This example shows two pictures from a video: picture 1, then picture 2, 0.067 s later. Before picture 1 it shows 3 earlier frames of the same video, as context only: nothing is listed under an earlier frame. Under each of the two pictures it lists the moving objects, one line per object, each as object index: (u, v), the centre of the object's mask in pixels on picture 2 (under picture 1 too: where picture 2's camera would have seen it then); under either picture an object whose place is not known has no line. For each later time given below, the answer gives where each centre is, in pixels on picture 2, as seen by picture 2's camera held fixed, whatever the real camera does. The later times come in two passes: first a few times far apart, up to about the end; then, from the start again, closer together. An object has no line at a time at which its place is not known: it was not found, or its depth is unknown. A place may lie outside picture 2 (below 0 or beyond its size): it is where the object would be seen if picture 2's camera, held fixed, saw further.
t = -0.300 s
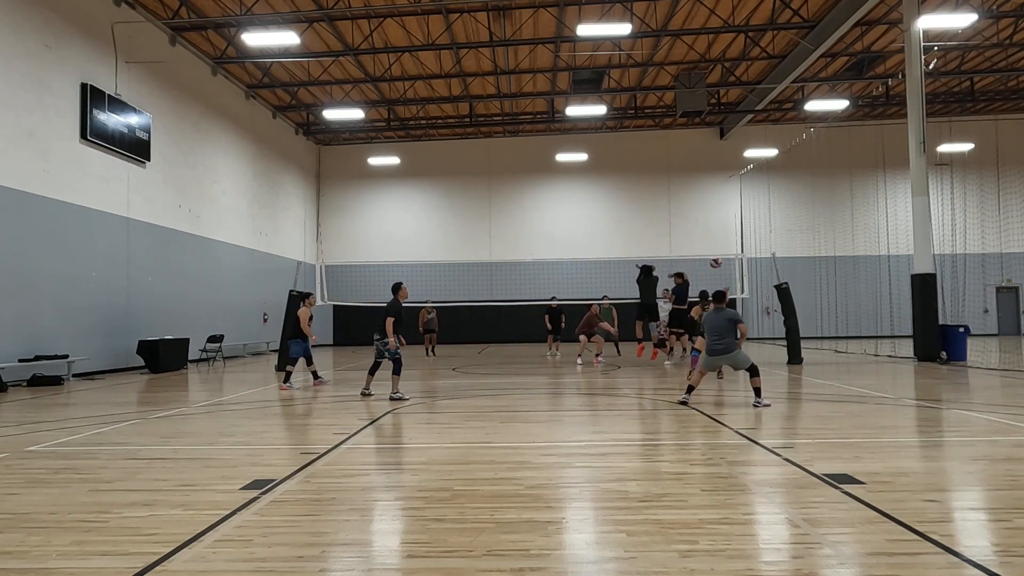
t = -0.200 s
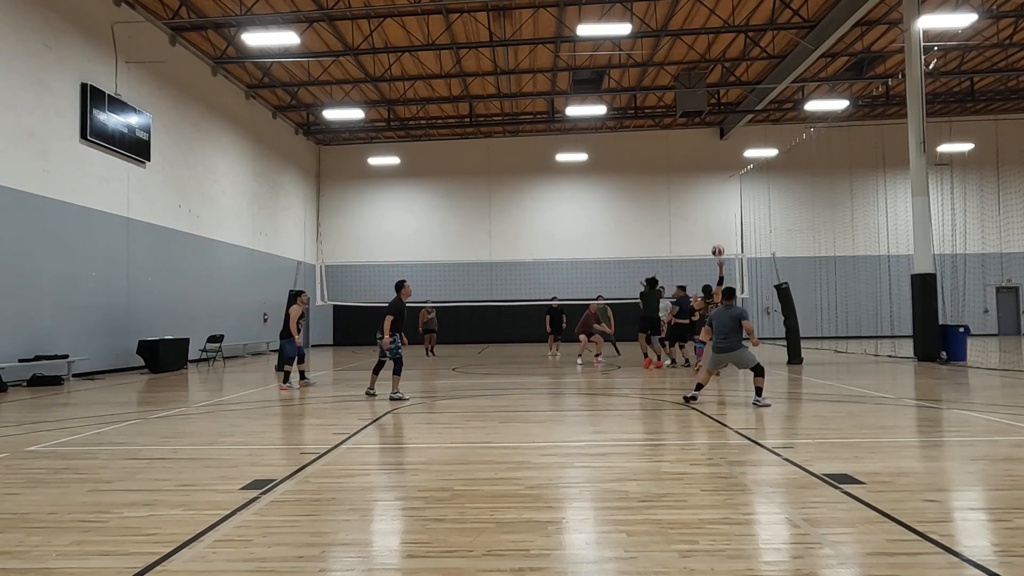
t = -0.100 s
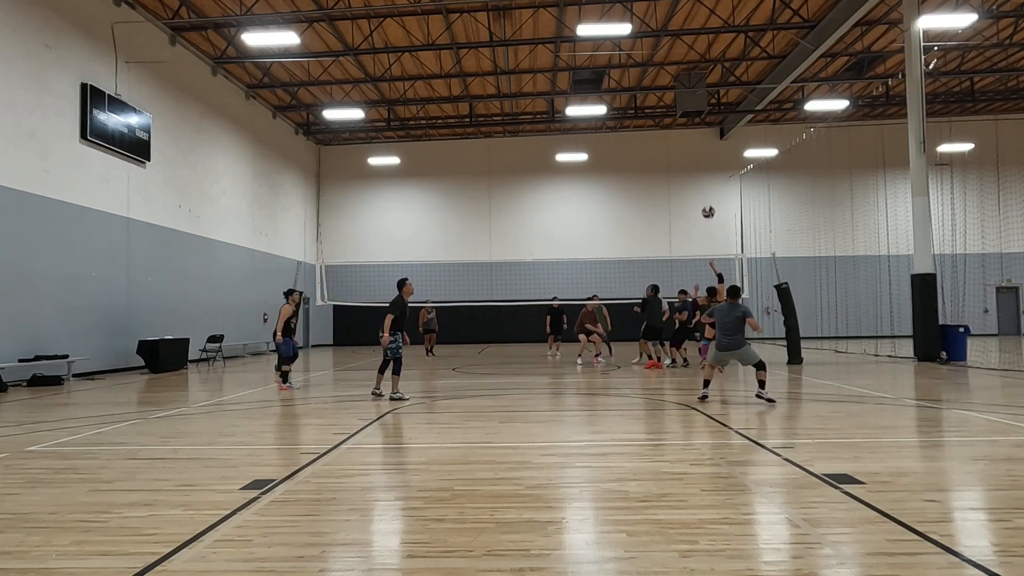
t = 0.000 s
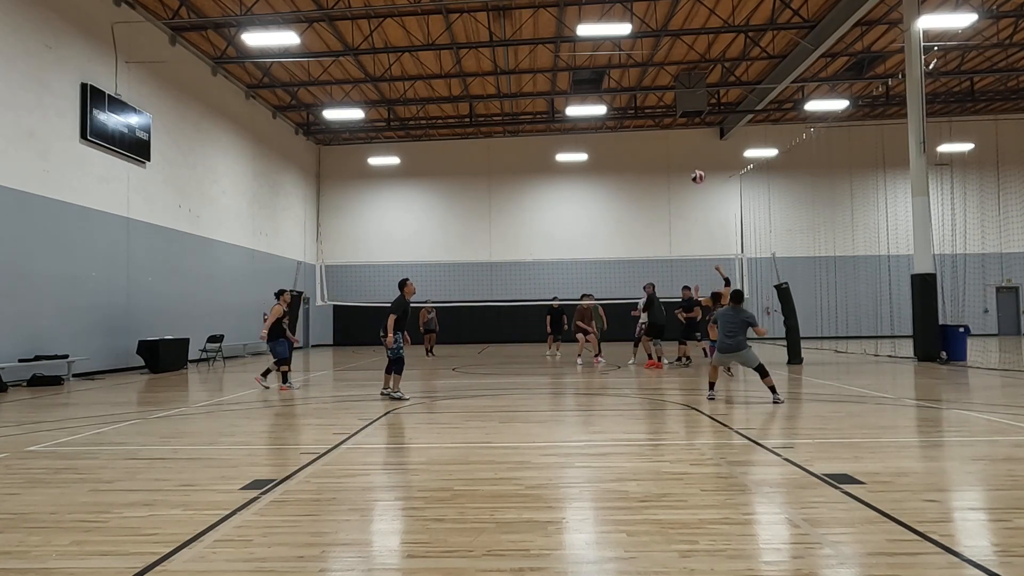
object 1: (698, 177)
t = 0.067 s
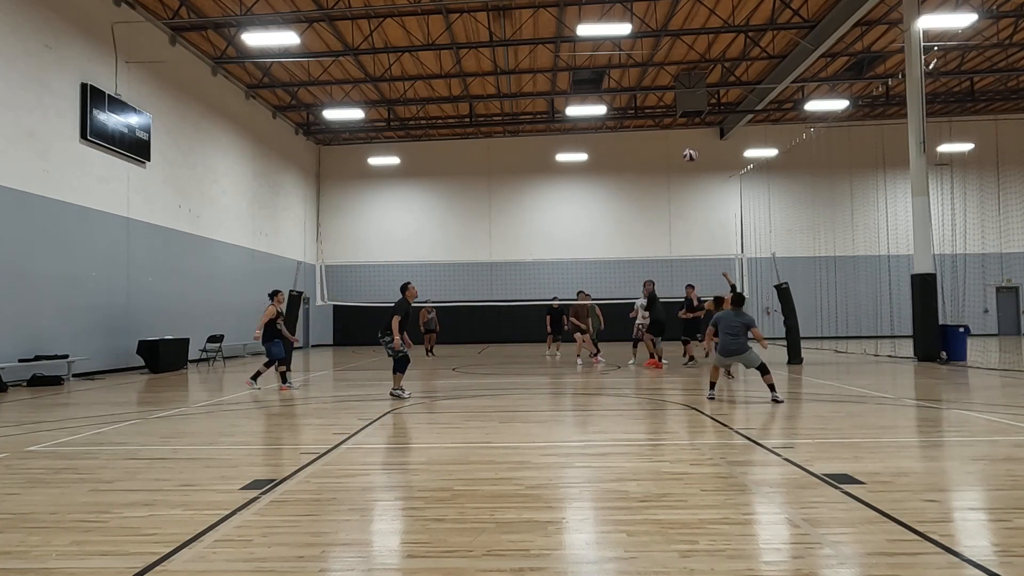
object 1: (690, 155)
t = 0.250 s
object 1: (667, 108)
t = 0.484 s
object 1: (633, 74)
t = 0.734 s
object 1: (589, 85)
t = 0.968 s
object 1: (538, 157)
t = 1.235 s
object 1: (464, 364)
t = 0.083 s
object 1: (688, 150)
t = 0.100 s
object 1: (686, 145)
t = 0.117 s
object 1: (684, 141)
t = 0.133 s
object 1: (682, 136)
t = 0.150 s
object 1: (680, 131)
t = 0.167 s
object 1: (678, 127)
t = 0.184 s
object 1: (675, 123)
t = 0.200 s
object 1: (673, 119)
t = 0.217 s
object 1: (672, 116)
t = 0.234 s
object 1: (669, 112)
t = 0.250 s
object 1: (667, 108)
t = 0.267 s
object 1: (665, 104)
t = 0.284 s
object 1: (663, 101)
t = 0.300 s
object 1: (661, 98)
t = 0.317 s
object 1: (658, 95)
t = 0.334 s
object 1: (656, 92)
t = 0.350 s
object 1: (654, 89)
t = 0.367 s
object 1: (651, 87)
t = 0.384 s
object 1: (648, 84)
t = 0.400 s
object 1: (646, 83)
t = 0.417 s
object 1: (644, 80)
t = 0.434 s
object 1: (641, 78)
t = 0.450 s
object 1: (638, 77)
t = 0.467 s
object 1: (635, 75)
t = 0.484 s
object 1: (633, 74)
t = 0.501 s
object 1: (631, 73)
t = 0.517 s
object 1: (627, 73)
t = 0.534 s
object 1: (625, 72)
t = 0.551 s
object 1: (622, 72)
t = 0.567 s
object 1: (619, 71)
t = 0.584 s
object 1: (616, 72)
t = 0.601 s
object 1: (613, 72)
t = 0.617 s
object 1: (611, 73)
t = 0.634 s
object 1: (607, 74)
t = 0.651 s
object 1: (604, 75)
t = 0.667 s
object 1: (601, 77)
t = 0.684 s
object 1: (598, 78)
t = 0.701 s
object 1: (595, 80)
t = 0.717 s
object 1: (591, 83)
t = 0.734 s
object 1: (589, 85)
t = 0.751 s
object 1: (585, 87)
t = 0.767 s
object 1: (582, 92)
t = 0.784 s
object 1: (578, 94)
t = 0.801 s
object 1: (575, 97)
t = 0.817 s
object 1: (570, 102)
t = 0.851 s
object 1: (563, 113)
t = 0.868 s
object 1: (560, 118)
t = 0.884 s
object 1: (557, 123)
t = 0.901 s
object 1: (554, 129)
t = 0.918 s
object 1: (549, 135)
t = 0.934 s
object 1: (545, 143)
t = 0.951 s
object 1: (543, 151)
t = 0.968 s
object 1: (538, 157)
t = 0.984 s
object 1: (533, 167)
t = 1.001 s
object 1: (530, 175)
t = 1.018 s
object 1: (525, 185)
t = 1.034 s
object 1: (521, 195)
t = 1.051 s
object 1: (516, 206)
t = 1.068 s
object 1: (512, 217)
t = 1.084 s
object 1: (507, 229)
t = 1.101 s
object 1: (502, 241)
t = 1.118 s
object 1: (498, 253)
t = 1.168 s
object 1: (484, 297)
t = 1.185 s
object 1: (478, 314)
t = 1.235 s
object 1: (464, 364)
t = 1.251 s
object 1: (457, 383)
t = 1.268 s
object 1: (452, 403)
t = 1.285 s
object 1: (446, 425)
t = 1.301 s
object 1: (439, 446)
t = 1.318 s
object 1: (433, 468)
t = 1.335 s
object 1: (427, 457)
